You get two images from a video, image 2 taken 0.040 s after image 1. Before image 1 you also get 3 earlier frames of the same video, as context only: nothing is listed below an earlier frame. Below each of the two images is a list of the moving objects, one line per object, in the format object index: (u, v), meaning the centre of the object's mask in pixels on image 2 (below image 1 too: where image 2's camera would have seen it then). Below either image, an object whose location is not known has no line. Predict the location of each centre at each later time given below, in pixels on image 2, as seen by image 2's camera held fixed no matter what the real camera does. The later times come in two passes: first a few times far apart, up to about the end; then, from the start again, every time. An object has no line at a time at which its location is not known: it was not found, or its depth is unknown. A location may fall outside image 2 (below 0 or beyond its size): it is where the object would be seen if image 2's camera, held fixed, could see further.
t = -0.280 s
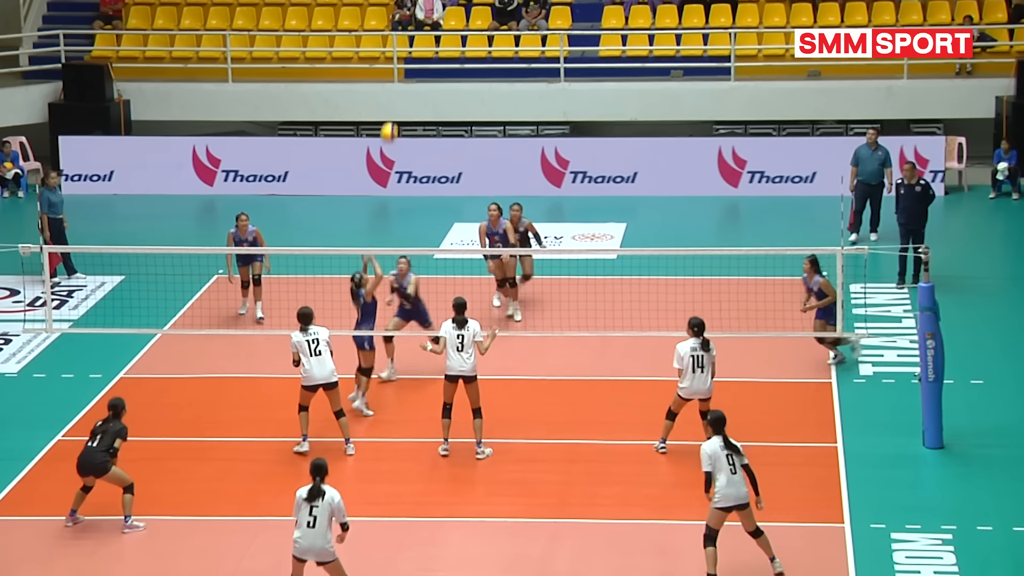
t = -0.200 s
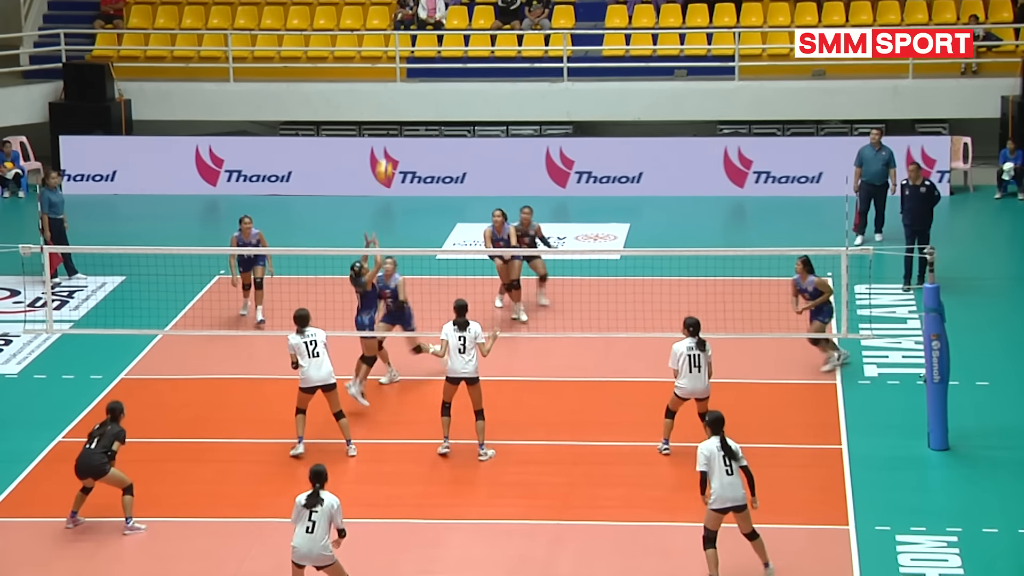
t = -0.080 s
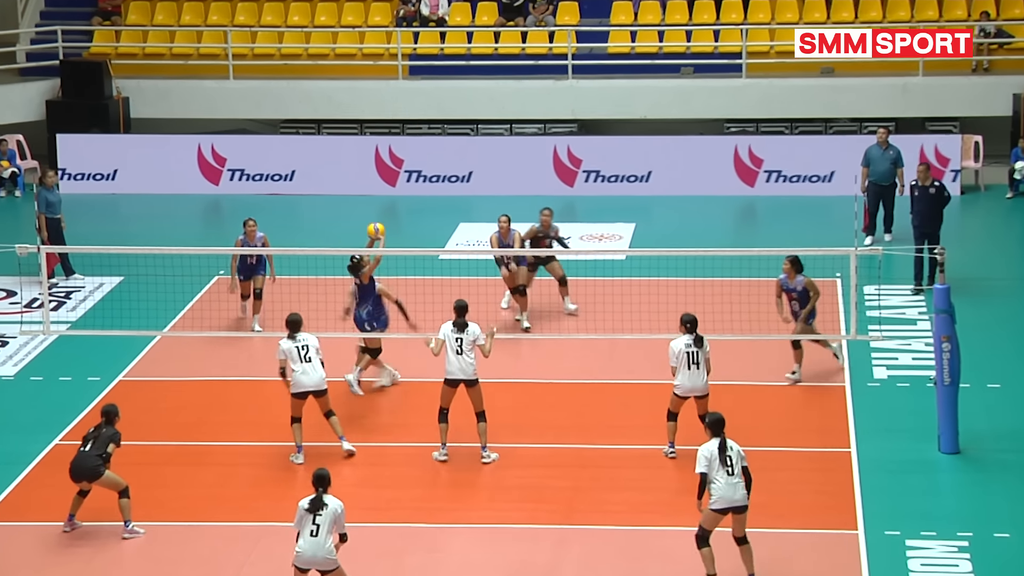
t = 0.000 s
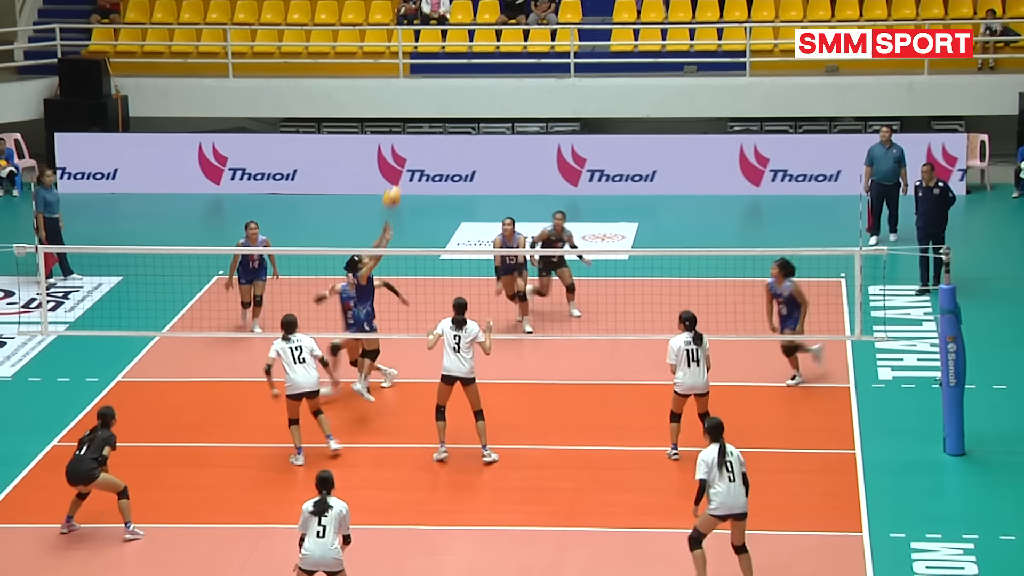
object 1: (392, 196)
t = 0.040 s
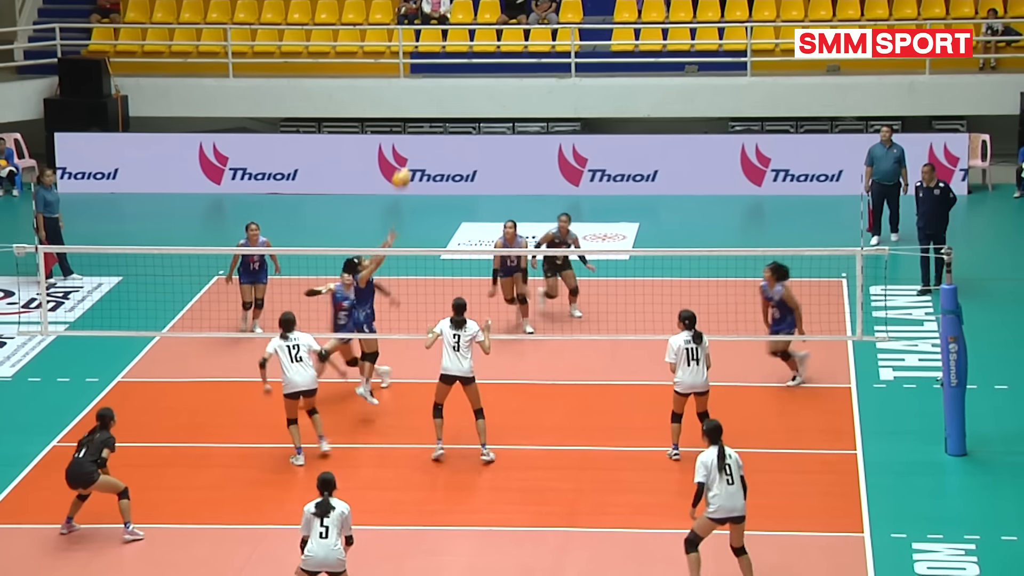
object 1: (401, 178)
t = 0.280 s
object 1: (456, 99)
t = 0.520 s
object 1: (509, 71)
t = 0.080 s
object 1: (411, 161)
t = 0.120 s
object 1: (421, 145)
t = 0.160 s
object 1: (429, 131)
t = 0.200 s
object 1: (438, 119)
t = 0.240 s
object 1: (447, 109)
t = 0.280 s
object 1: (456, 99)
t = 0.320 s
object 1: (465, 91)
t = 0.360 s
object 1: (474, 84)
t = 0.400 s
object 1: (483, 79)
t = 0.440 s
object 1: (492, 75)
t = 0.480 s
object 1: (500, 73)
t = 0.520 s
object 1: (509, 71)
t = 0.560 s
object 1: (518, 71)
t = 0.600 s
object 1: (526, 73)
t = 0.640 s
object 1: (534, 76)
